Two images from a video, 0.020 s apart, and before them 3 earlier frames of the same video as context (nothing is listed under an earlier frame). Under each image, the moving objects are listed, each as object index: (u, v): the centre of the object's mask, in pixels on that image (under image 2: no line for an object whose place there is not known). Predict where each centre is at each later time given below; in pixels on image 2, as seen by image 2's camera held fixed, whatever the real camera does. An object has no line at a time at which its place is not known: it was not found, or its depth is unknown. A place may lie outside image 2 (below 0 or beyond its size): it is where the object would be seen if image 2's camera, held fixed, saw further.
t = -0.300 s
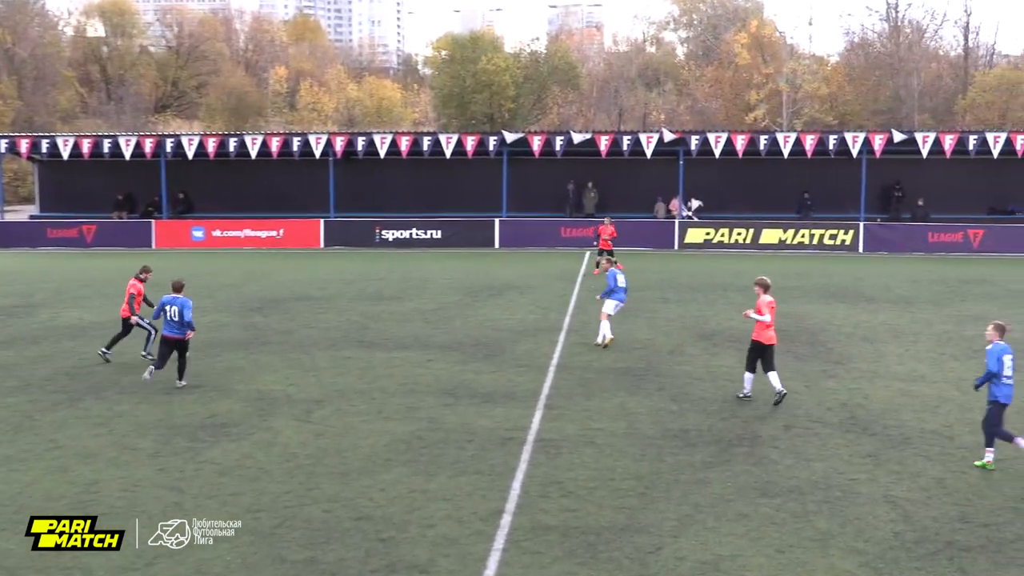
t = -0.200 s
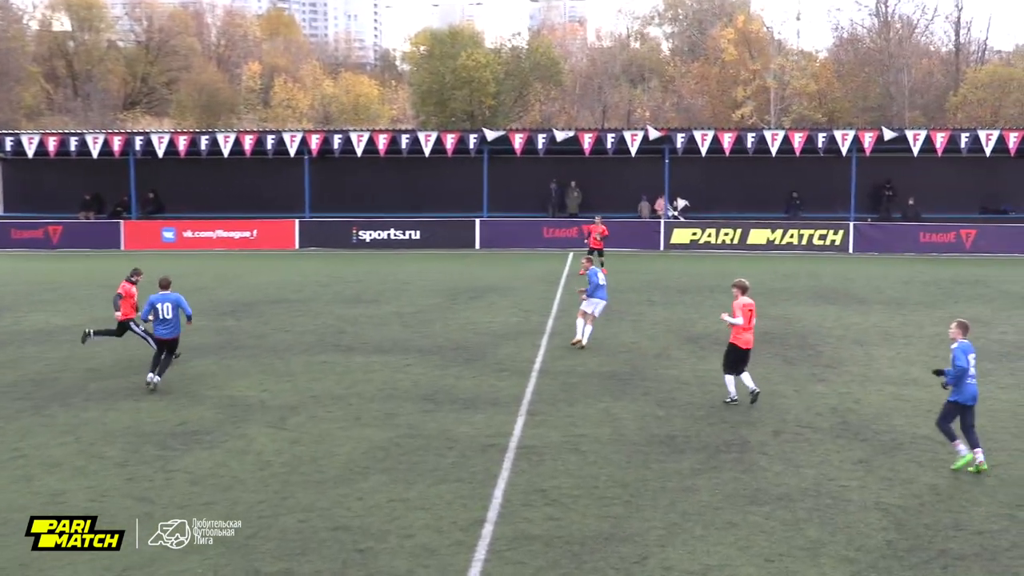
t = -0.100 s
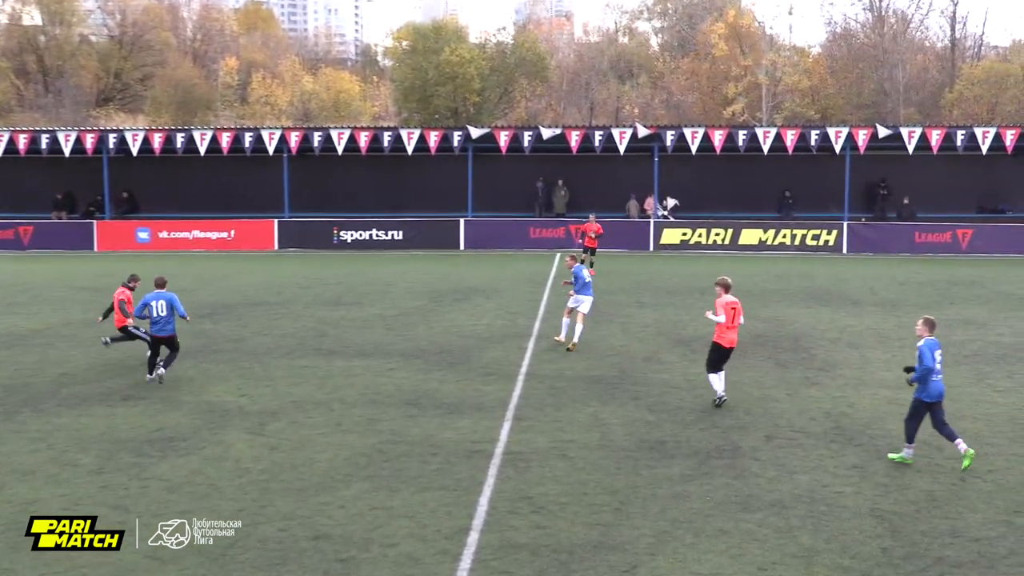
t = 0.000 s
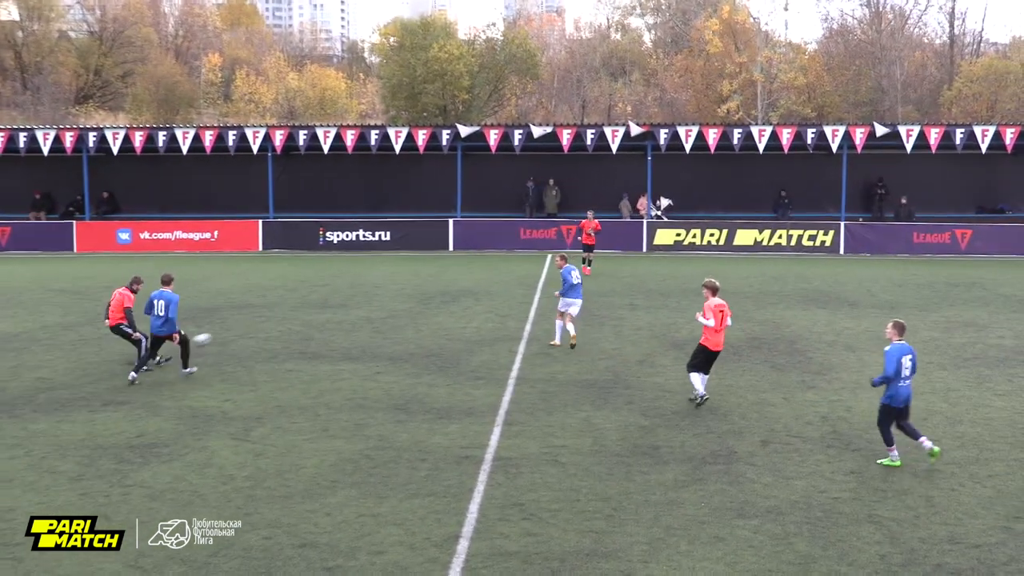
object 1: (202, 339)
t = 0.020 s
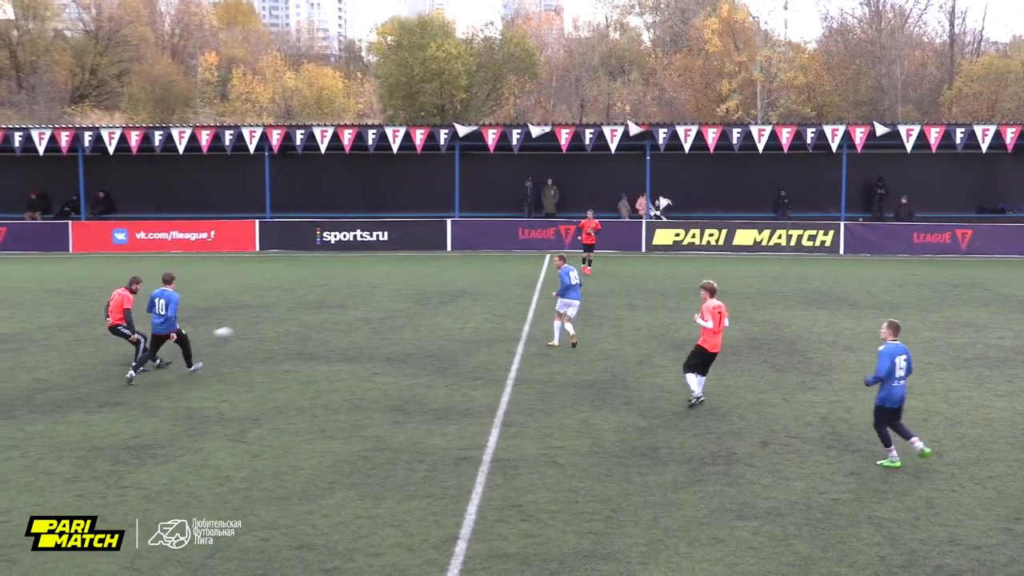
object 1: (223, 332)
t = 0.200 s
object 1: (438, 279)
